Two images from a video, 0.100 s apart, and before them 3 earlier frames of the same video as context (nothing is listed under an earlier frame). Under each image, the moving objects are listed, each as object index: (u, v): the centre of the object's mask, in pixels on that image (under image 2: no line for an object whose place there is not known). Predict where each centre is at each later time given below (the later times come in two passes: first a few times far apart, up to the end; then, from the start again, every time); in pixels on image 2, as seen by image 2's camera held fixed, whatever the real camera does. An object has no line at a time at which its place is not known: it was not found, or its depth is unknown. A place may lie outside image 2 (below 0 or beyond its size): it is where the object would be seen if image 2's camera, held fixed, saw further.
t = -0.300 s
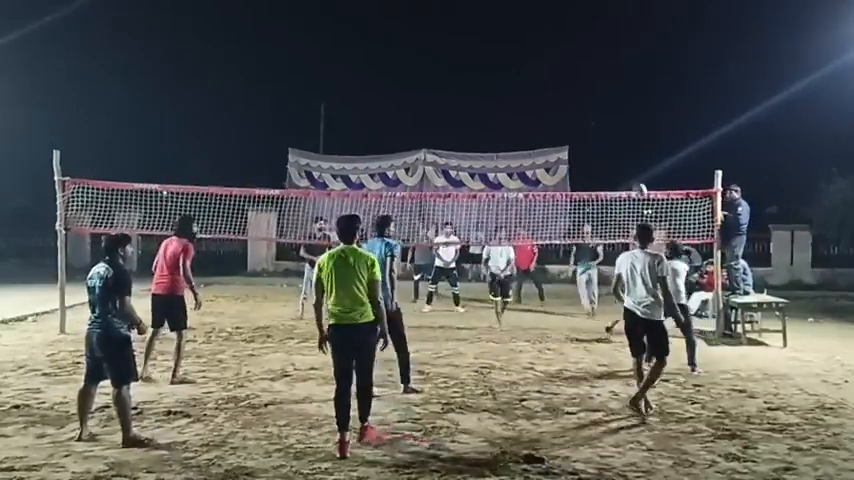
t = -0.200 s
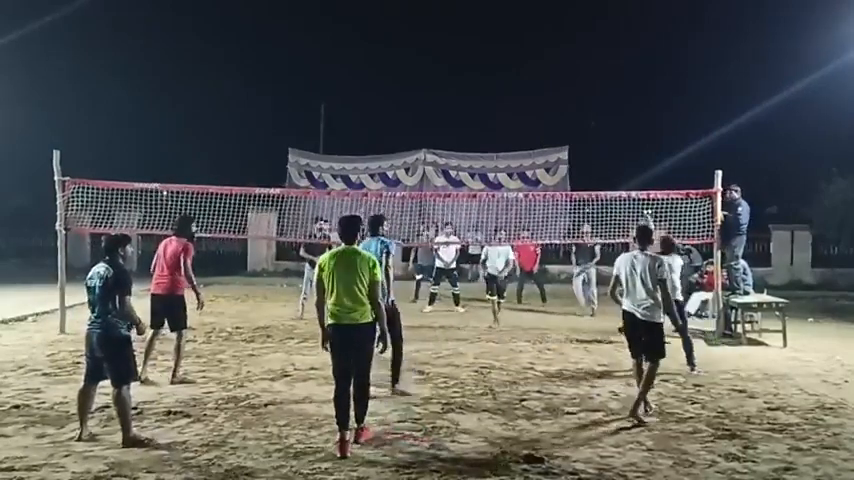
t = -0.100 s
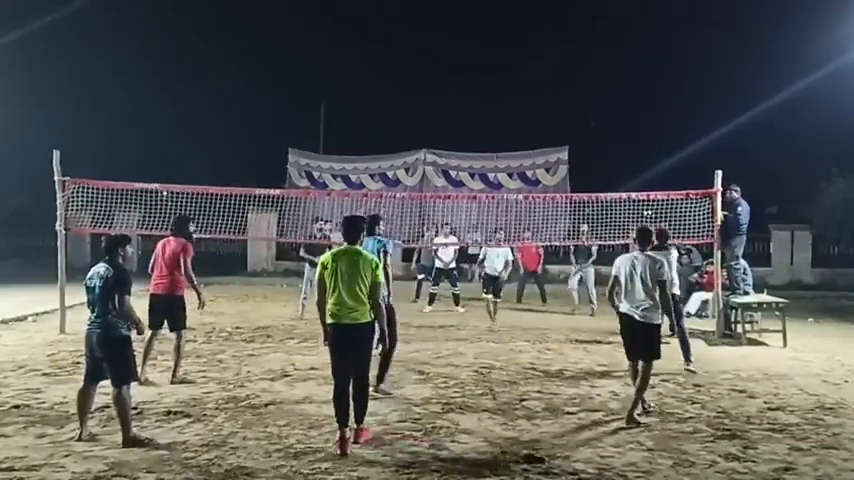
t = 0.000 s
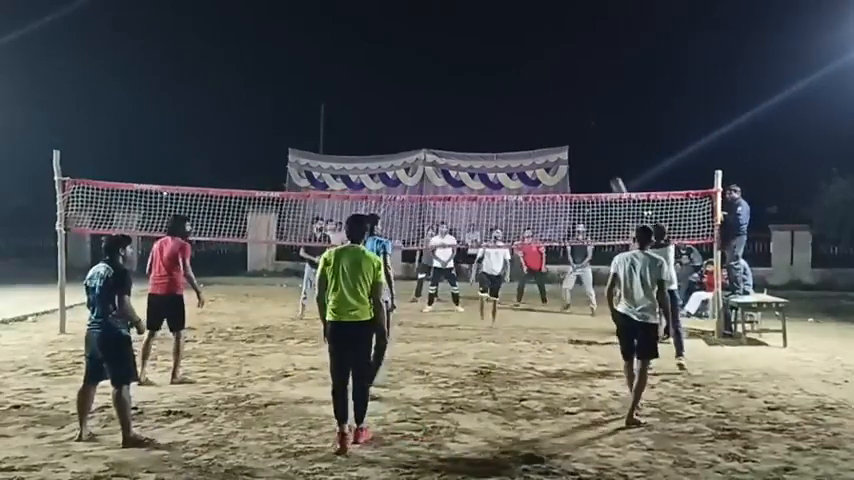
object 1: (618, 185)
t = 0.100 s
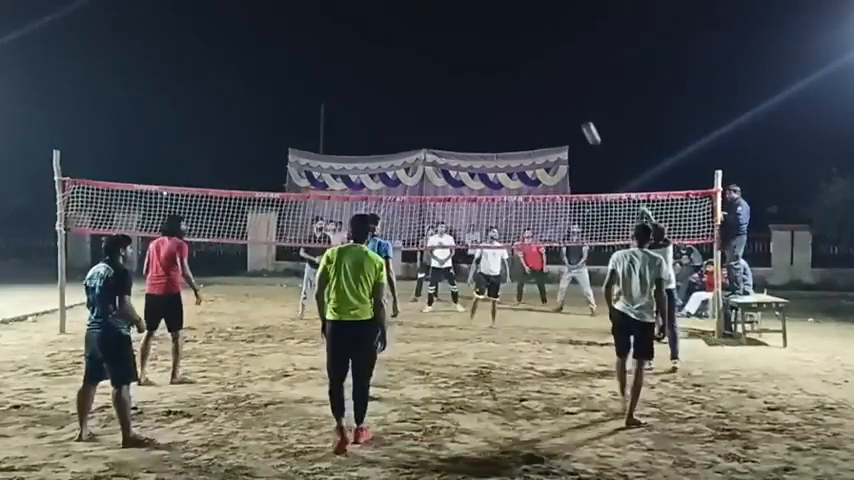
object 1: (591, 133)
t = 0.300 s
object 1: (540, 54)
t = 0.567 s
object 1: (484, 4)
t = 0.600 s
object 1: (478, 3)
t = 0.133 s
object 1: (581, 117)
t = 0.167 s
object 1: (573, 102)
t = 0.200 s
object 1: (564, 88)
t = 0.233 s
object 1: (556, 75)
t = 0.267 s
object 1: (548, 64)
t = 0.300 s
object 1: (540, 54)
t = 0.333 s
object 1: (532, 44)
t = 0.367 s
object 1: (525, 36)
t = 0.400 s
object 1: (517, 28)
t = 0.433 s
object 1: (510, 22)
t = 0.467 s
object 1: (503, 16)
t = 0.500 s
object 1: (496, 11)
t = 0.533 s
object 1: (490, 7)
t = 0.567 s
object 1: (484, 4)
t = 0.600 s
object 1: (478, 3)
